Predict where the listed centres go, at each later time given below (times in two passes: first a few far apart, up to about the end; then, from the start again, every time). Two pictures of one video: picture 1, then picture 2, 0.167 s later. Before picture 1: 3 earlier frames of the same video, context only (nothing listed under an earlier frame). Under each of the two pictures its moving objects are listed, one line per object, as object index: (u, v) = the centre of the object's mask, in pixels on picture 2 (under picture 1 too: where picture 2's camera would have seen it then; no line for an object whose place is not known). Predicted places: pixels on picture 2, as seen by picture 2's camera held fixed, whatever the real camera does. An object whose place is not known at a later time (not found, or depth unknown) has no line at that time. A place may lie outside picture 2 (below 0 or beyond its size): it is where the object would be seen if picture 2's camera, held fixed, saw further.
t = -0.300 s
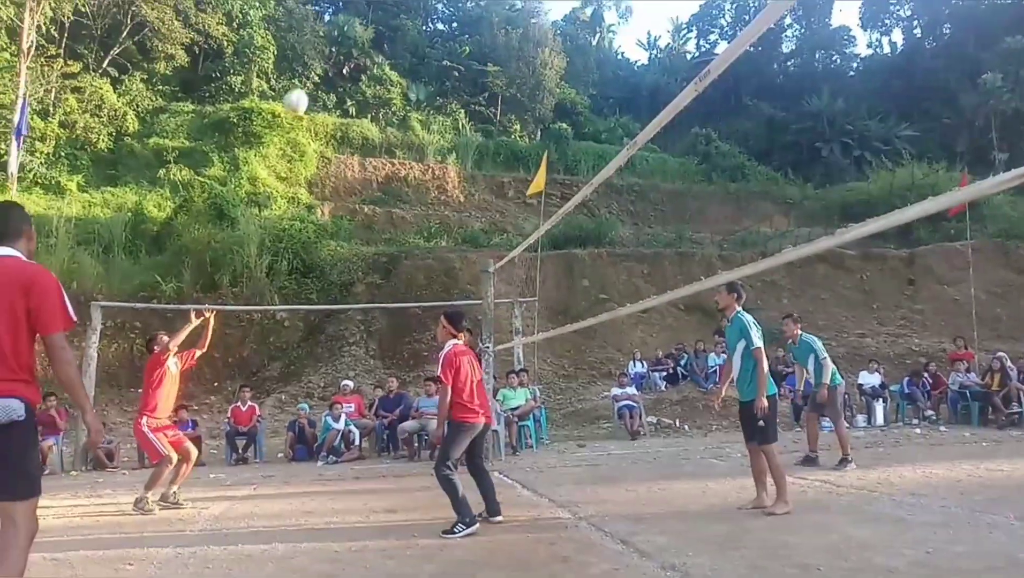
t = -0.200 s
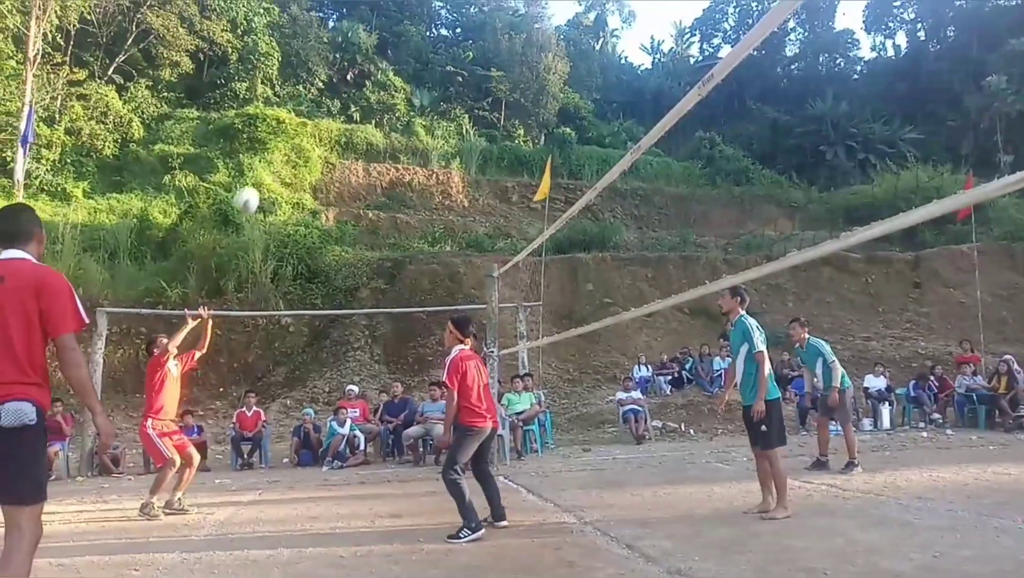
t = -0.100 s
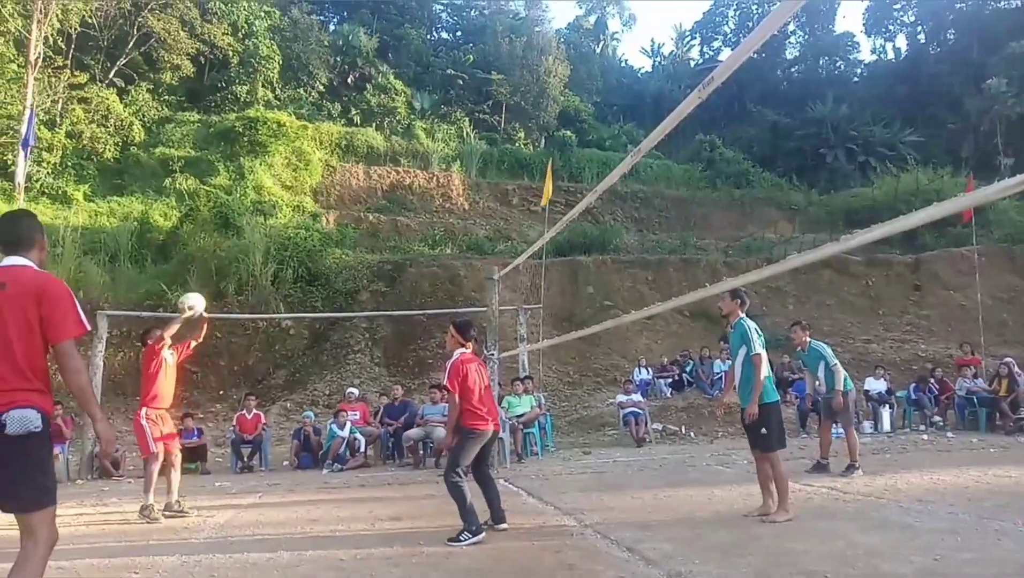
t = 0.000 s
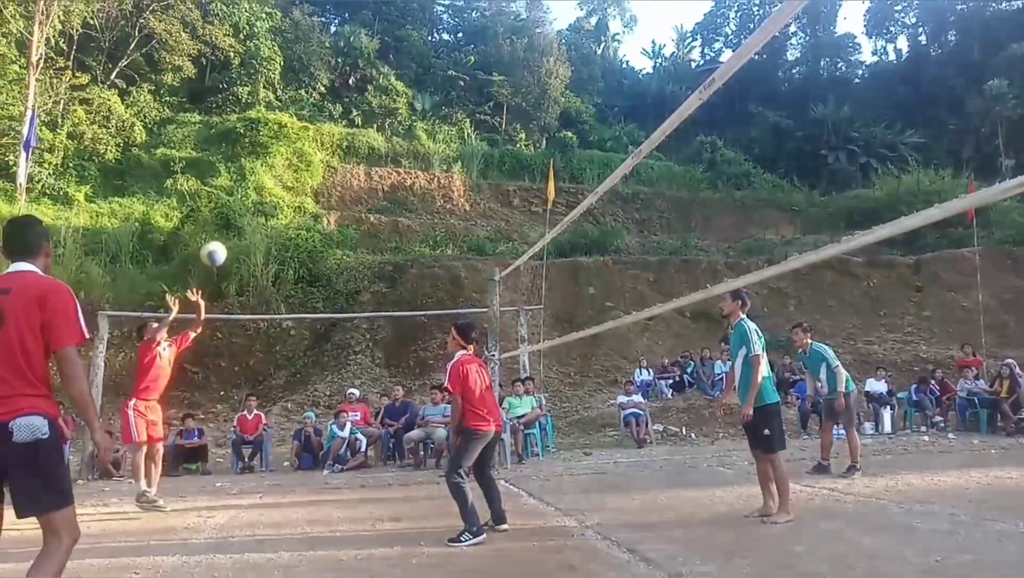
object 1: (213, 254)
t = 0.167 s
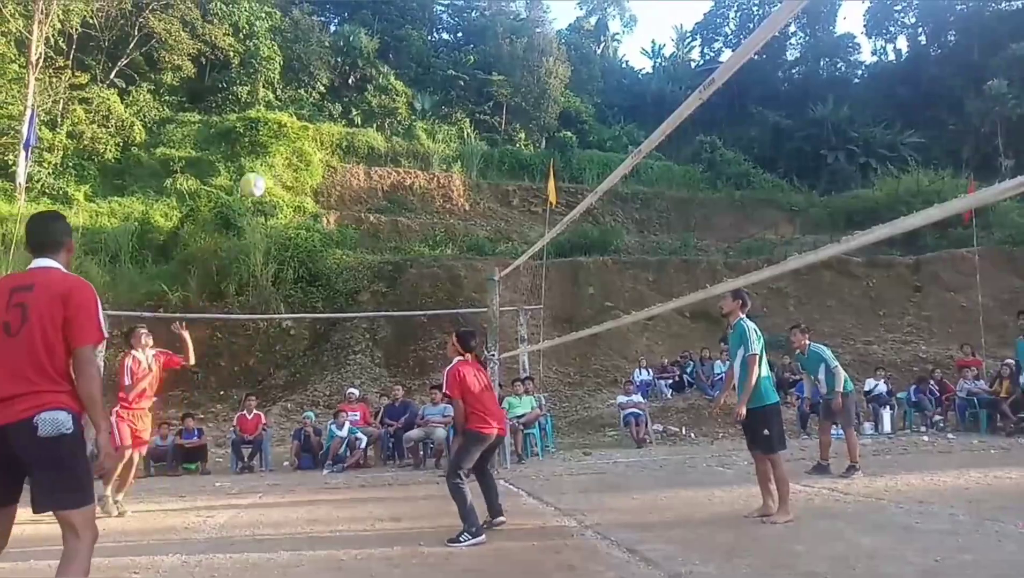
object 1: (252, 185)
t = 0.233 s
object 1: (268, 166)
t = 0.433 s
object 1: (312, 138)
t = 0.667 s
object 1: (361, 159)
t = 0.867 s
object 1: (404, 223)
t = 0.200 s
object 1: (261, 175)
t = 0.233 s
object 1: (268, 166)
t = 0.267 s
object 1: (276, 158)
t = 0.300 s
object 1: (283, 152)
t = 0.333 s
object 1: (290, 147)
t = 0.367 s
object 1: (298, 143)
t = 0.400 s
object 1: (306, 140)
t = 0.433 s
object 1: (312, 138)
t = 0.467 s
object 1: (319, 138)
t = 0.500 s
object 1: (326, 139)
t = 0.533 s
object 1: (333, 140)
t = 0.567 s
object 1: (341, 143)
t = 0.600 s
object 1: (348, 147)
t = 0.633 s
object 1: (354, 152)
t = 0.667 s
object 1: (361, 159)
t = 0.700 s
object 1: (369, 166)
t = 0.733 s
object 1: (377, 175)
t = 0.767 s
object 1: (383, 185)
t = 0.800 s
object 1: (390, 196)
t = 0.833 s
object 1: (397, 209)
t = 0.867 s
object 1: (404, 223)
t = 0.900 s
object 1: (411, 237)
